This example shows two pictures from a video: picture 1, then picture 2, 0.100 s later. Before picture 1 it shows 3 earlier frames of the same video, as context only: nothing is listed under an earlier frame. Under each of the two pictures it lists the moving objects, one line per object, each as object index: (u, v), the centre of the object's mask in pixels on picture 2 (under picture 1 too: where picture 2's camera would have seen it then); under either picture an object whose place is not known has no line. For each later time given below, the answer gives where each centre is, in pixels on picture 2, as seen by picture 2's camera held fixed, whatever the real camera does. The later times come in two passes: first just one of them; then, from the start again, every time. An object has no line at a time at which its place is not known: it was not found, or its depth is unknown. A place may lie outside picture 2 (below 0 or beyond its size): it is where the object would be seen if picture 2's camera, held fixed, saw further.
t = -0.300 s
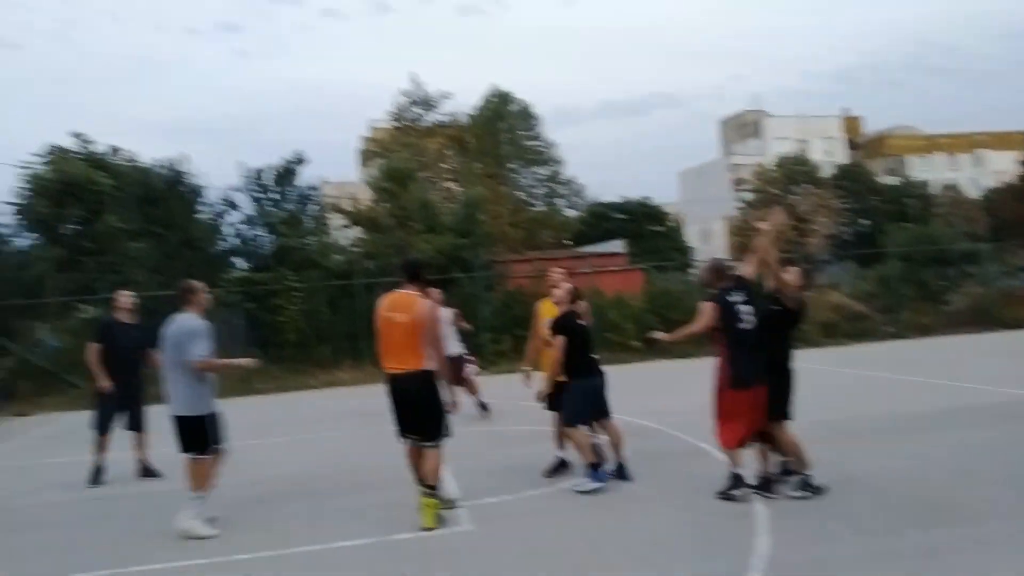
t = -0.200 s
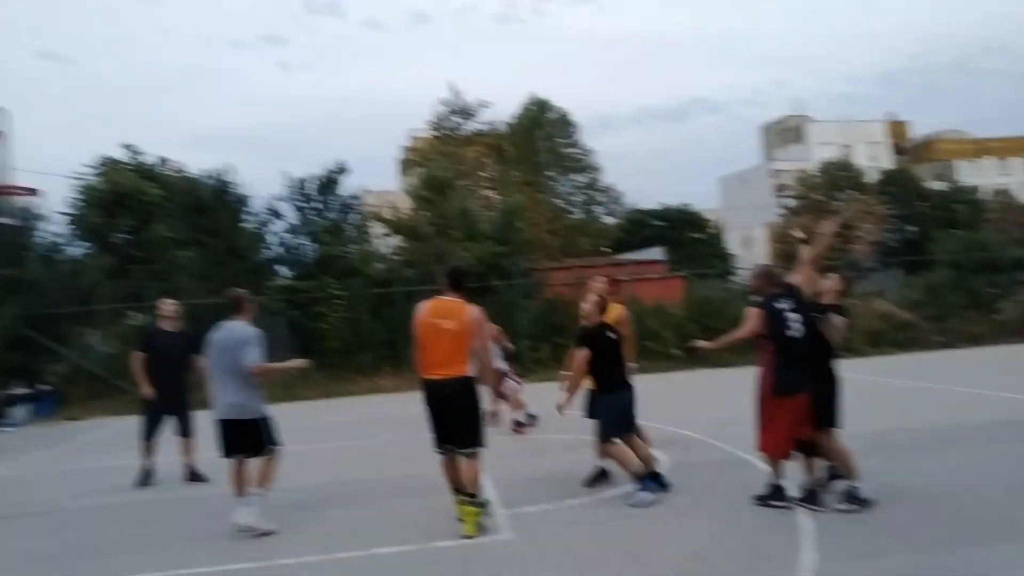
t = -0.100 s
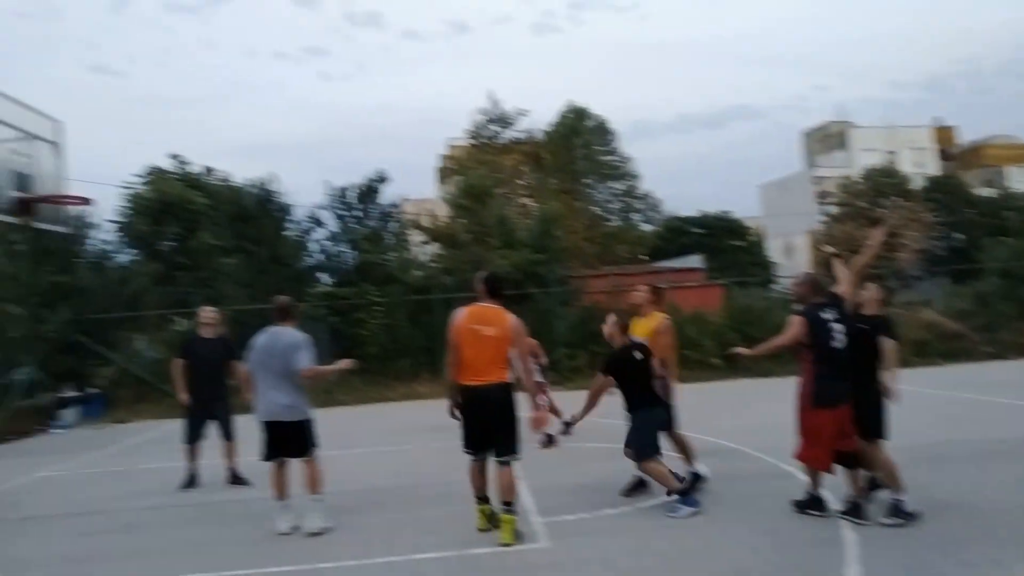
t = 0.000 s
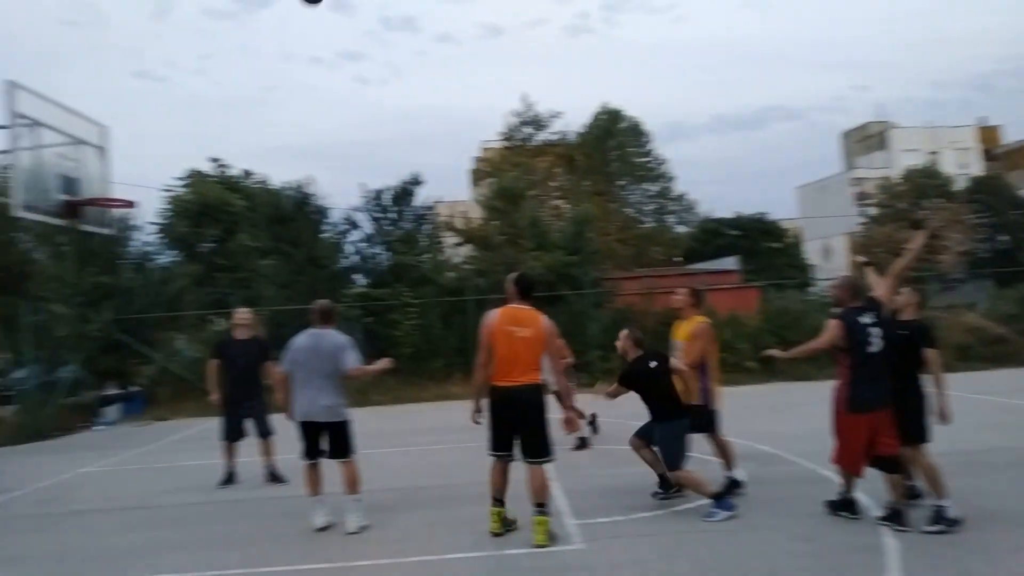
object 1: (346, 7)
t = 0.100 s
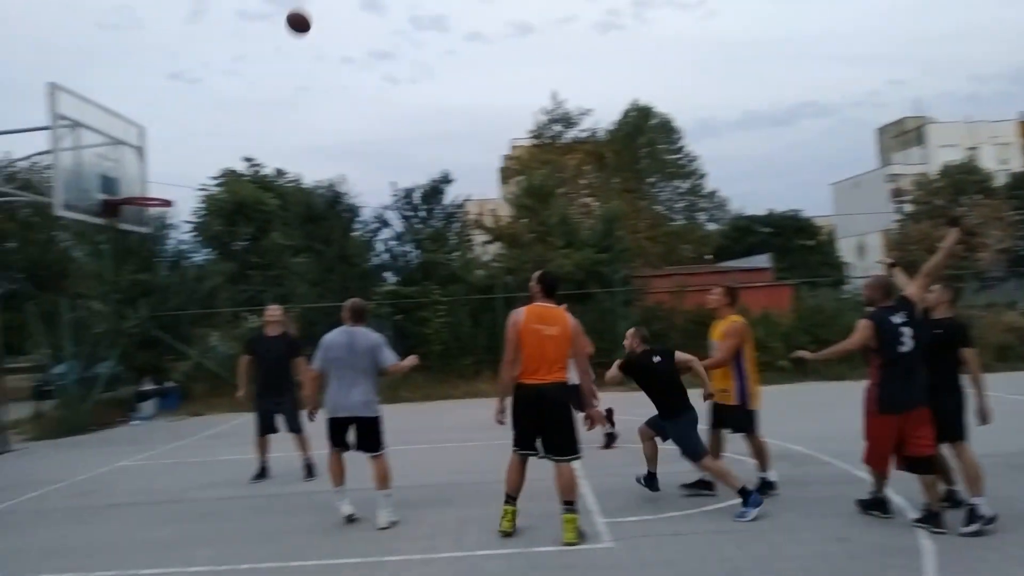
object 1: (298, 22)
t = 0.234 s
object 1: (242, 72)
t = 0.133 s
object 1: (284, 33)
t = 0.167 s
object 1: (270, 45)
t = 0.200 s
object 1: (256, 58)
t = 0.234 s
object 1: (242, 72)
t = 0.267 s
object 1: (230, 88)
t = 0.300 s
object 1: (217, 104)
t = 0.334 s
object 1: (204, 120)
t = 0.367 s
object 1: (192, 139)
